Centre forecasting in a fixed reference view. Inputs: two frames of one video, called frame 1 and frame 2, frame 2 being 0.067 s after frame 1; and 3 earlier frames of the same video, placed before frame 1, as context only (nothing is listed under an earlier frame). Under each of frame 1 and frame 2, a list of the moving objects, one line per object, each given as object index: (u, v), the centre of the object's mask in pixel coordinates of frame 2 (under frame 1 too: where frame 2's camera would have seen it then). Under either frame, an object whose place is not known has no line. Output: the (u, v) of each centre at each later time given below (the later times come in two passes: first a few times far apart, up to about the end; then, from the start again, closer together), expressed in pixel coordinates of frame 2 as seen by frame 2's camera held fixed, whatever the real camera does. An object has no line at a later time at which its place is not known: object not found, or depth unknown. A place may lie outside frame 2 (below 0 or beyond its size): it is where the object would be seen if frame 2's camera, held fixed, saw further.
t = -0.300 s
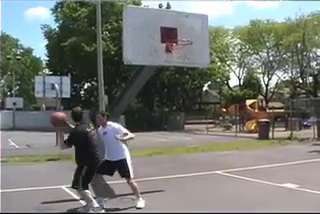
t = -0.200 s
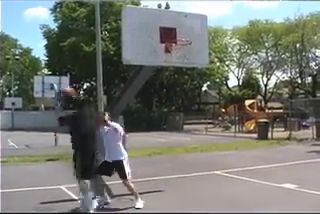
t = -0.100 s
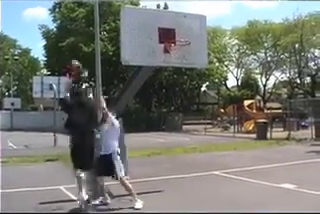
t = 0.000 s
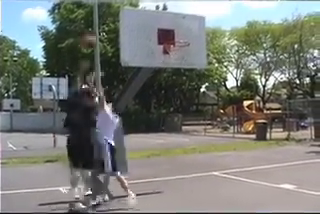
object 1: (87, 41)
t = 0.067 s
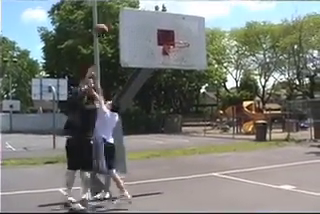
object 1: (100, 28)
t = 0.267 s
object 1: (132, 8)
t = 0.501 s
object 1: (164, 11)
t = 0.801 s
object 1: (202, 50)
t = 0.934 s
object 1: (220, 76)
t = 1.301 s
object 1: (253, 172)
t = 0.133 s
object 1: (112, 18)
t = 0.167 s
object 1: (117, 16)
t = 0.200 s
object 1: (121, 13)
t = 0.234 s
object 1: (125, 11)
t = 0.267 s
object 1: (132, 8)
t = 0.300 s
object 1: (136, 8)
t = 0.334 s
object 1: (142, 7)
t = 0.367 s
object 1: (146, 6)
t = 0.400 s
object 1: (150, 7)
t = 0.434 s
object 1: (155, 8)
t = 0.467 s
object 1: (160, 9)
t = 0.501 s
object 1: (164, 11)
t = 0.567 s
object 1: (172, 17)
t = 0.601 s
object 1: (177, 20)
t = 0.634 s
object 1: (181, 25)
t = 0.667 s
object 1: (185, 29)
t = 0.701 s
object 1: (190, 33)
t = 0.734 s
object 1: (193, 38)
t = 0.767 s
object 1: (197, 45)
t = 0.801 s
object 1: (202, 50)
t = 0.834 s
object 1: (206, 57)
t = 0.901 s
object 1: (214, 72)
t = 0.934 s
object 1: (220, 76)
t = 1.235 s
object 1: (248, 165)
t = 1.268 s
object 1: (251, 176)
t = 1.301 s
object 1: (253, 172)
